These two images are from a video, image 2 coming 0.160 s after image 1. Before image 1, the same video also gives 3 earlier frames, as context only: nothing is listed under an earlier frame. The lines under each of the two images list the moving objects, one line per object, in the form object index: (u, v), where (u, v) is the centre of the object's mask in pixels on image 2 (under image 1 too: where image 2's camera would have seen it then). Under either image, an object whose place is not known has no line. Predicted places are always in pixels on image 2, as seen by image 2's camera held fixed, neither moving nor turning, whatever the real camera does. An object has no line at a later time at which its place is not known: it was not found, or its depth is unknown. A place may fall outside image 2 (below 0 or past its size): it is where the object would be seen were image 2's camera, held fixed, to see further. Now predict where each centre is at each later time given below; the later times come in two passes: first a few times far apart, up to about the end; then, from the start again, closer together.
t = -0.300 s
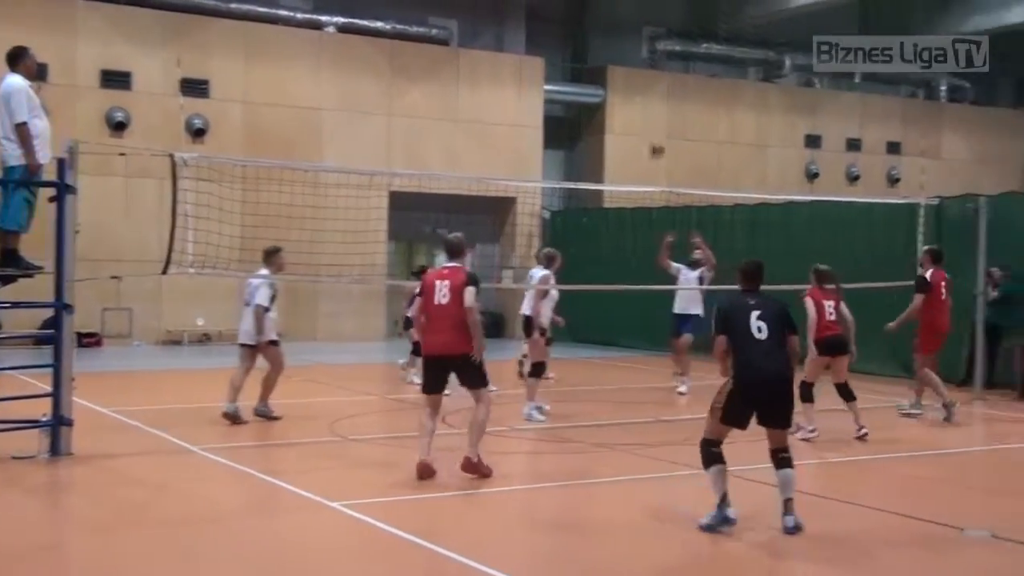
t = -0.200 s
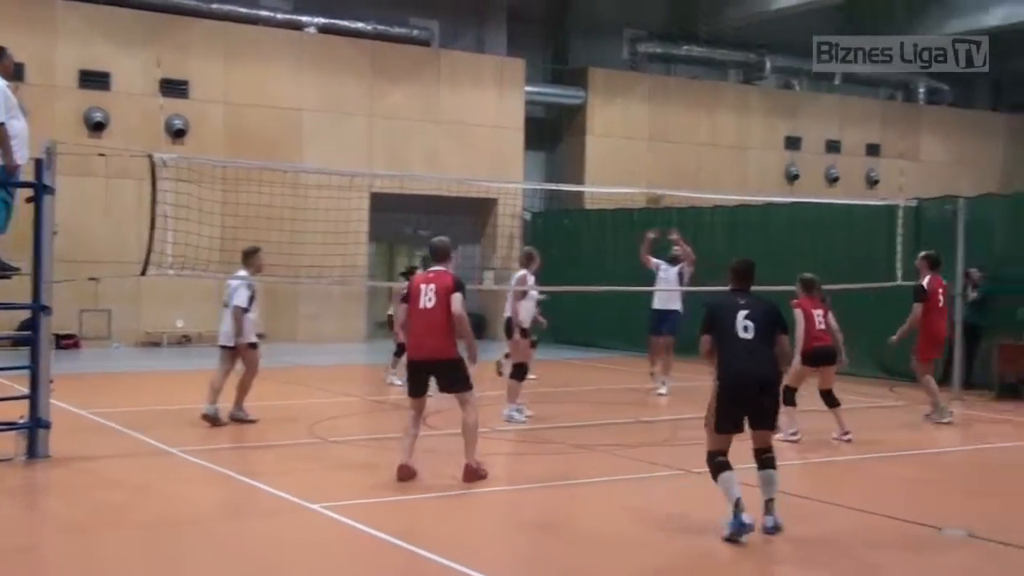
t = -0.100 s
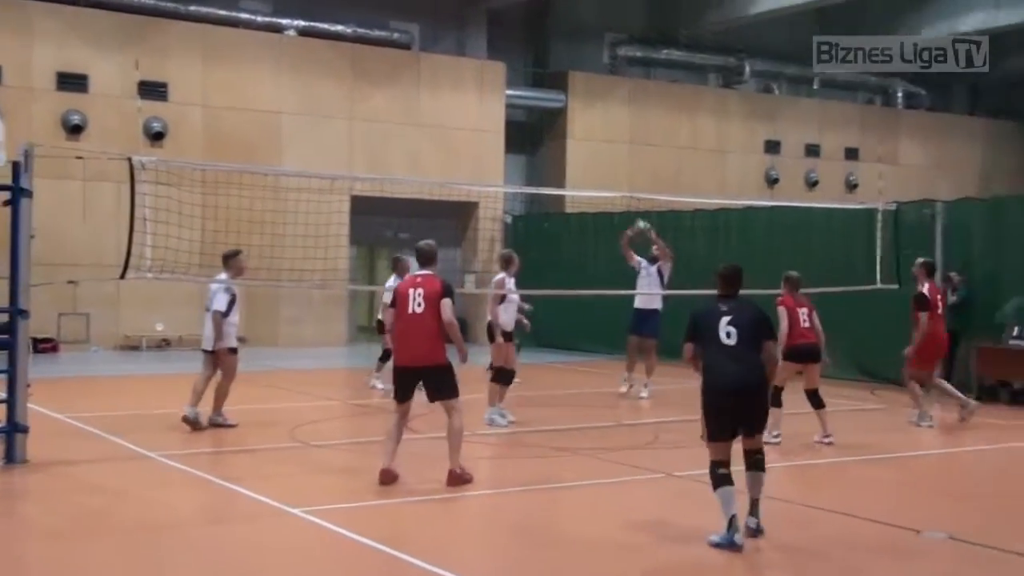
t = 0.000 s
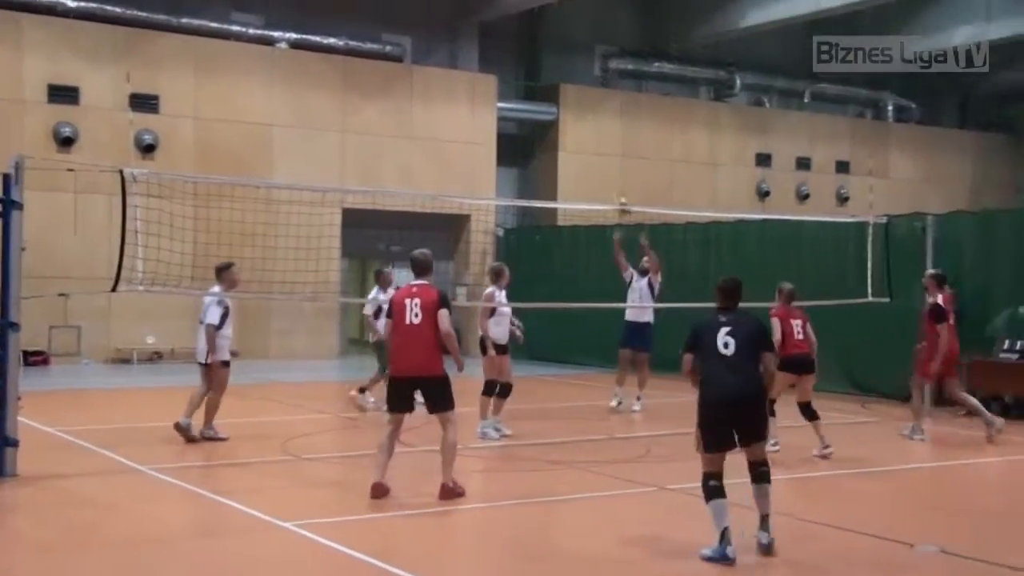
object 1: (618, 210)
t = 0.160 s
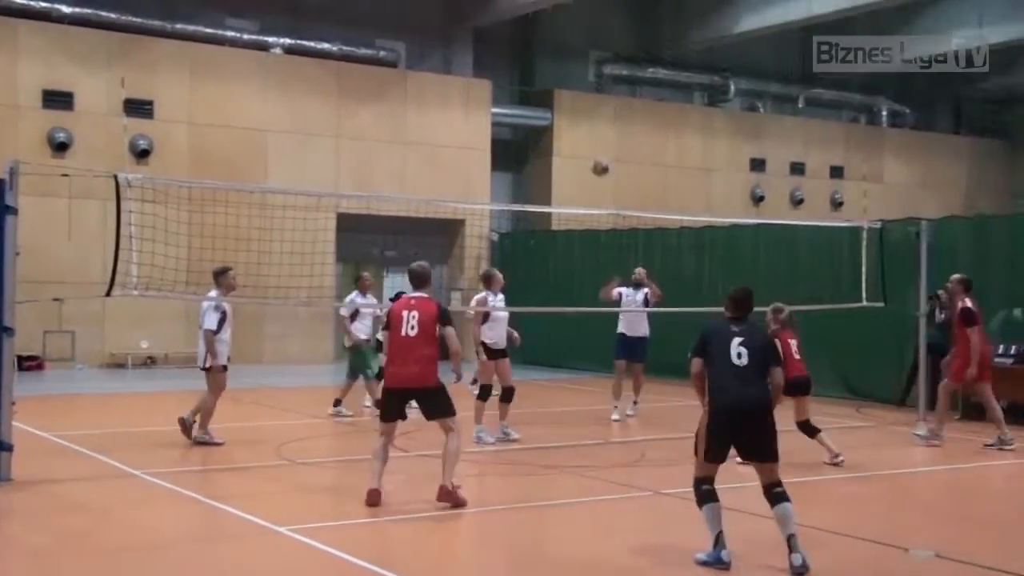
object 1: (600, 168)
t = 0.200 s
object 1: (596, 160)
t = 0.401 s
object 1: (573, 138)
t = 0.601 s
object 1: (545, 152)
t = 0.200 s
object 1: (596, 160)
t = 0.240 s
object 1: (591, 153)
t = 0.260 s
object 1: (589, 150)
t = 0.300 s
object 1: (585, 144)
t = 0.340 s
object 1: (580, 141)
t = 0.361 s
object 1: (577, 140)
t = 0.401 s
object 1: (573, 138)
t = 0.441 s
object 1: (566, 138)
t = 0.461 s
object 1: (564, 138)
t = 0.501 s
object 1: (558, 141)
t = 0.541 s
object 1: (553, 144)
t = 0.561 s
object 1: (550, 146)
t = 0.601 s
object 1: (545, 152)
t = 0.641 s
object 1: (539, 159)
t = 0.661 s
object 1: (535, 164)
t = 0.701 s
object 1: (529, 175)
